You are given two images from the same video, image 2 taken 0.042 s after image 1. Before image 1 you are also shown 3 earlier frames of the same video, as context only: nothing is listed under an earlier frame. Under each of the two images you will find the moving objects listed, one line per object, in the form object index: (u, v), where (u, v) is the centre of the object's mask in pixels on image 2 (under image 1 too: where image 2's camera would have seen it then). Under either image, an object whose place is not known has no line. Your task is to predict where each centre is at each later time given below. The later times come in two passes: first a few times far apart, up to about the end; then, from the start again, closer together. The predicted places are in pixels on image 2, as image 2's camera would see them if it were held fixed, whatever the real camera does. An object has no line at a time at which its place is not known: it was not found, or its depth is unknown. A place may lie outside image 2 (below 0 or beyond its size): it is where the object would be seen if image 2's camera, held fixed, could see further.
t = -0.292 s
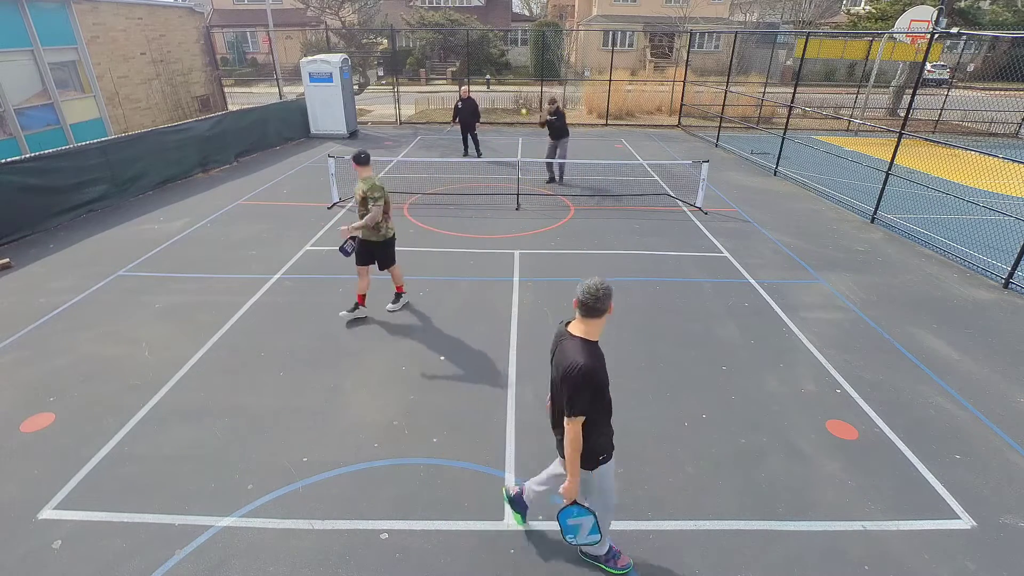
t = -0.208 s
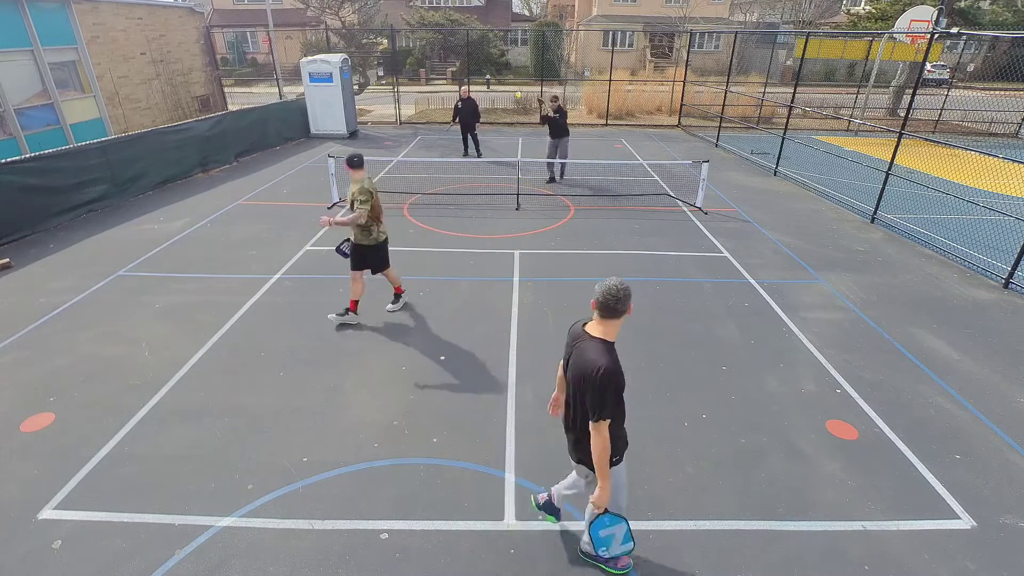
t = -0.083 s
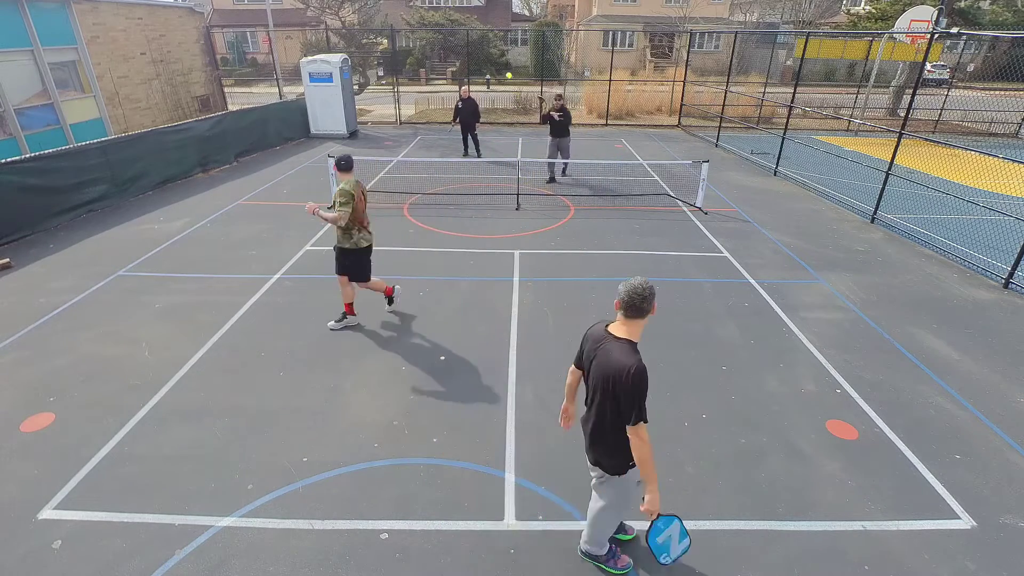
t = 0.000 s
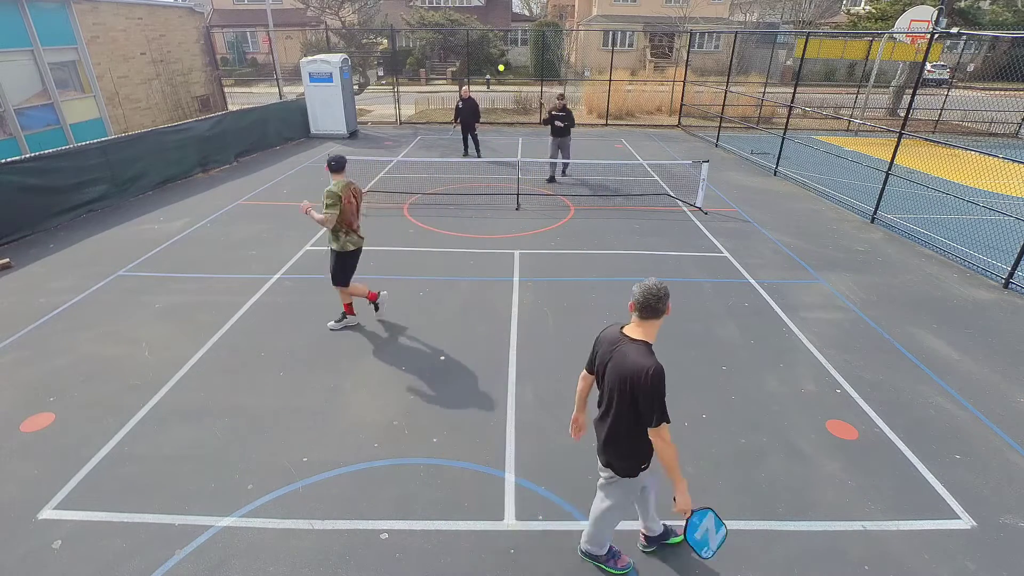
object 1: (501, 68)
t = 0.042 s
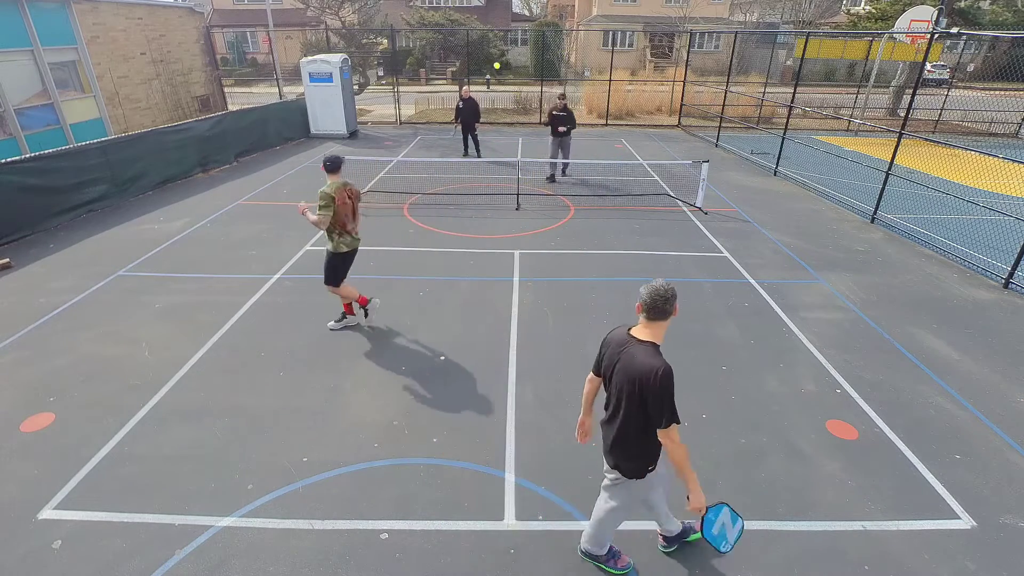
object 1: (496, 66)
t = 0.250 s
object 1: (471, 78)
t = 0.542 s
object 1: (425, 183)
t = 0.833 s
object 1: (377, 379)
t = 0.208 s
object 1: (477, 72)
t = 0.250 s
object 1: (471, 78)
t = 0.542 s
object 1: (425, 183)
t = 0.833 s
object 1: (377, 379)
